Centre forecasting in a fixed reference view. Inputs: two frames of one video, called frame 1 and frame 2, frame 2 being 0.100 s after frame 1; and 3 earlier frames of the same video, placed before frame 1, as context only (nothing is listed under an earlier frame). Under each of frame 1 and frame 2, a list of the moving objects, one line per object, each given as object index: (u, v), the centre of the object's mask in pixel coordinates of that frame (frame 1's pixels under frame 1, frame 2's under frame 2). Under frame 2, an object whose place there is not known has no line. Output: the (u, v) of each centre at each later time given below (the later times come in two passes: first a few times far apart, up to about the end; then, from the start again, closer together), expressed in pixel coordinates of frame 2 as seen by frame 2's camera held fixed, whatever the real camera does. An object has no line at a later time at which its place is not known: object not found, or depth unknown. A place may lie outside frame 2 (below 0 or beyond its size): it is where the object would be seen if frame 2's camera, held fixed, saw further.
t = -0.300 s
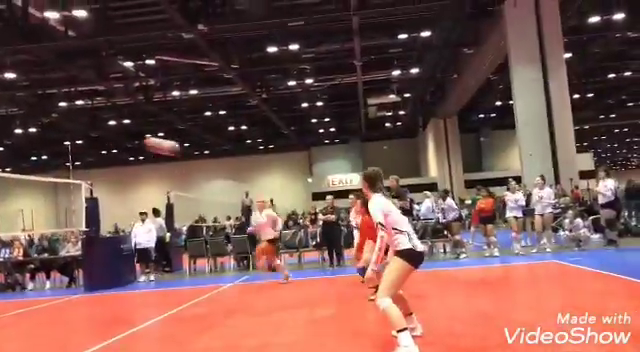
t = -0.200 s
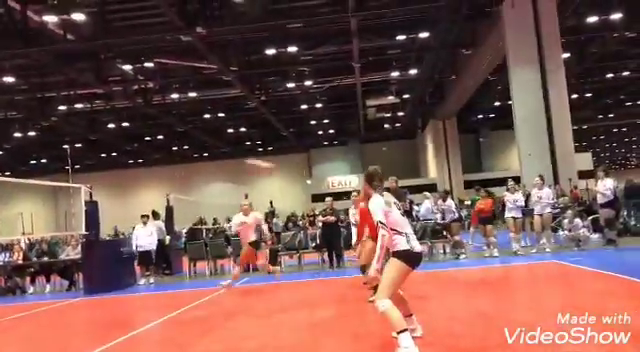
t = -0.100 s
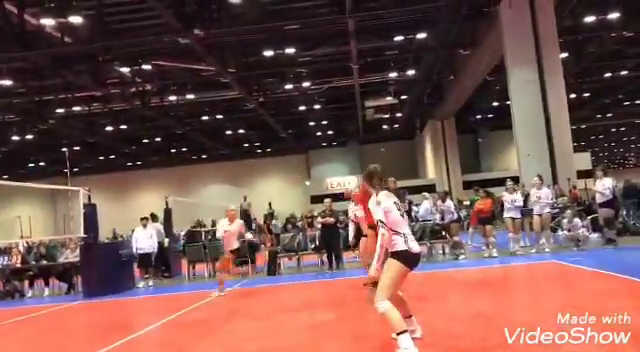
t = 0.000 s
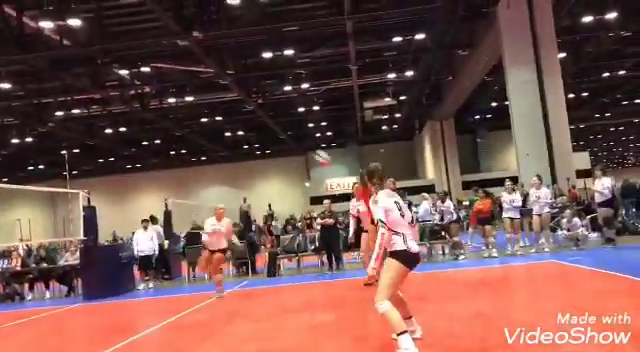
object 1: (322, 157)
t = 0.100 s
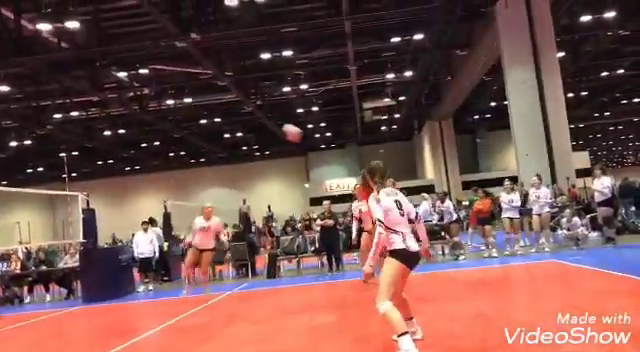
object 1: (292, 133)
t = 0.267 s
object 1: (246, 102)
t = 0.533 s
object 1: (176, 92)
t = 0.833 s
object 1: (105, 140)
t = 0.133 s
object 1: (283, 125)
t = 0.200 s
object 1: (263, 111)
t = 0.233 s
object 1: (255, 106)
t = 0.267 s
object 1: (246, 102)
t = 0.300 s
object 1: (237, 98)
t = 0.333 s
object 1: (228, 95)
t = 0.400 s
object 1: (210, 91)
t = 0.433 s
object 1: (201, 90)
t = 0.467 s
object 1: (193, 91)
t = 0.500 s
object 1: (184, 91)
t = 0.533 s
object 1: (176, 92)
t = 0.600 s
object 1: (158, 97)
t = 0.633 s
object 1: (151, 101)
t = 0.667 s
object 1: (143, 106)
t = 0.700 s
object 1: (136, 111)
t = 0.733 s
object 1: (127, 117)
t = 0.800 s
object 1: (113, 131)
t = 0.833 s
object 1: (105, 140)
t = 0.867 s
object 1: (98, 148)
